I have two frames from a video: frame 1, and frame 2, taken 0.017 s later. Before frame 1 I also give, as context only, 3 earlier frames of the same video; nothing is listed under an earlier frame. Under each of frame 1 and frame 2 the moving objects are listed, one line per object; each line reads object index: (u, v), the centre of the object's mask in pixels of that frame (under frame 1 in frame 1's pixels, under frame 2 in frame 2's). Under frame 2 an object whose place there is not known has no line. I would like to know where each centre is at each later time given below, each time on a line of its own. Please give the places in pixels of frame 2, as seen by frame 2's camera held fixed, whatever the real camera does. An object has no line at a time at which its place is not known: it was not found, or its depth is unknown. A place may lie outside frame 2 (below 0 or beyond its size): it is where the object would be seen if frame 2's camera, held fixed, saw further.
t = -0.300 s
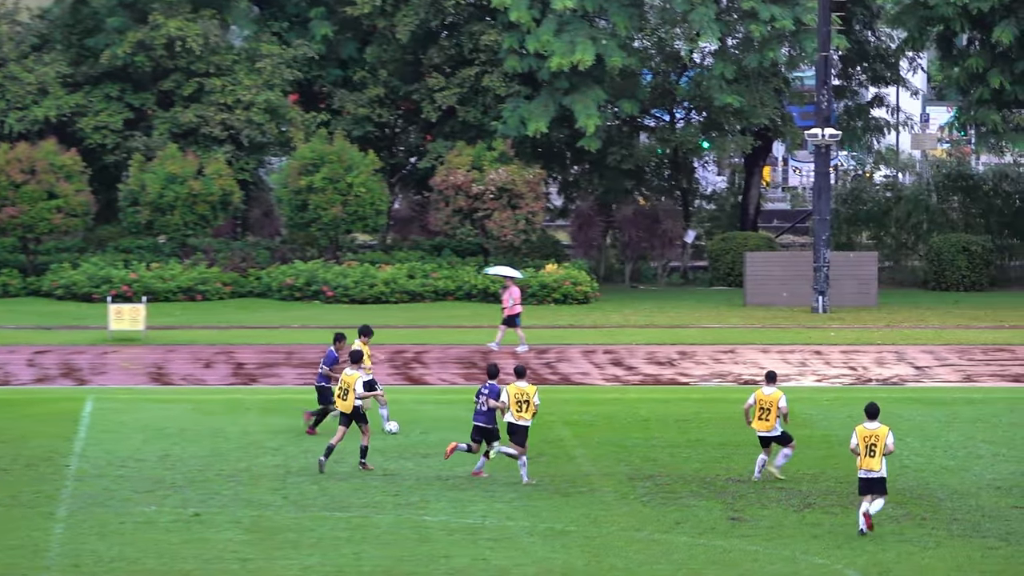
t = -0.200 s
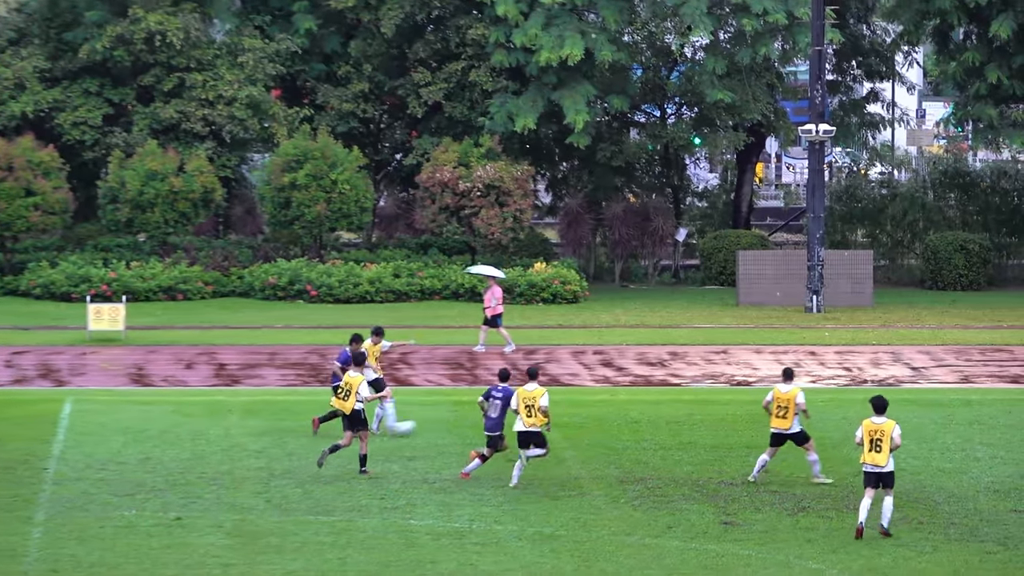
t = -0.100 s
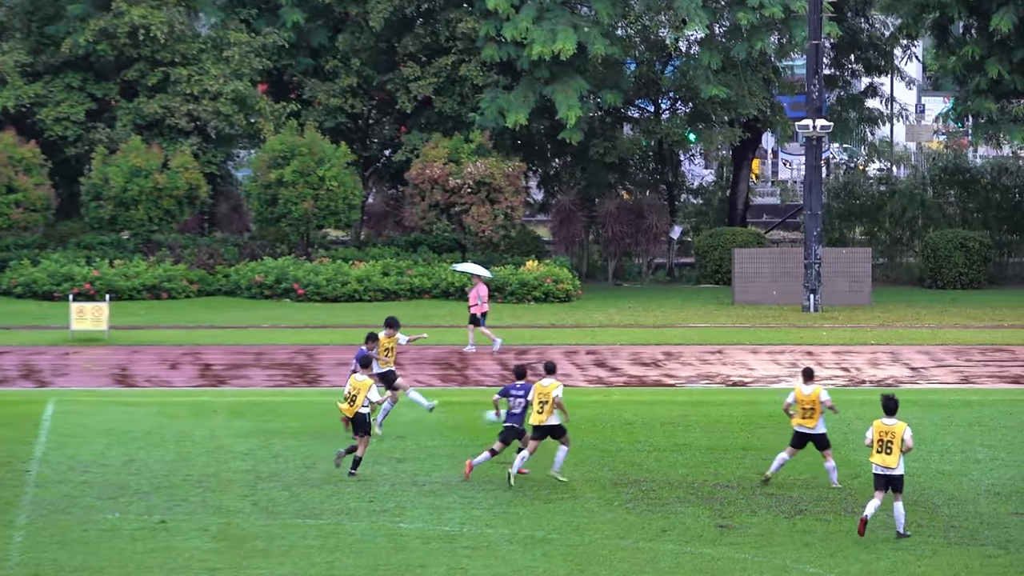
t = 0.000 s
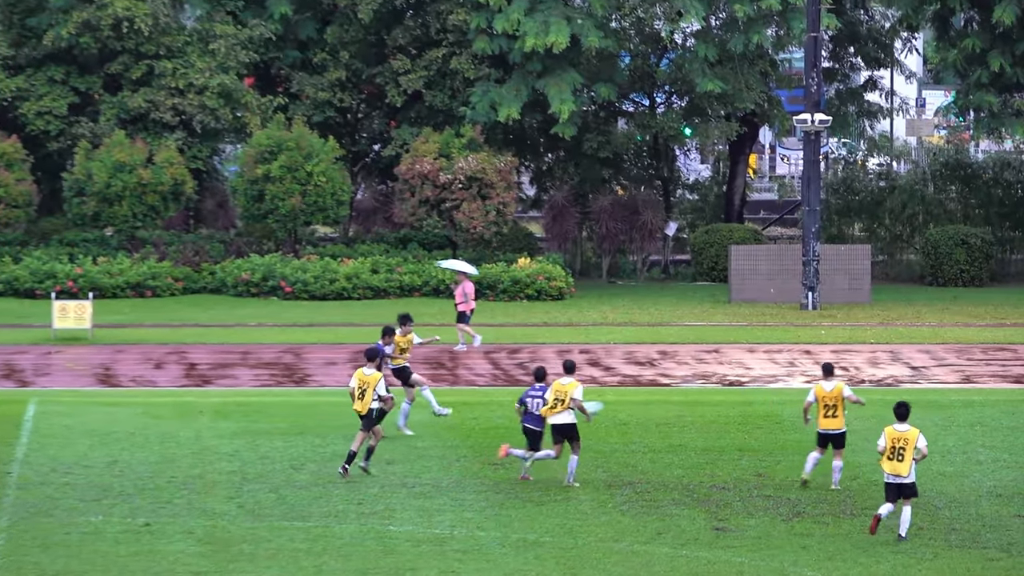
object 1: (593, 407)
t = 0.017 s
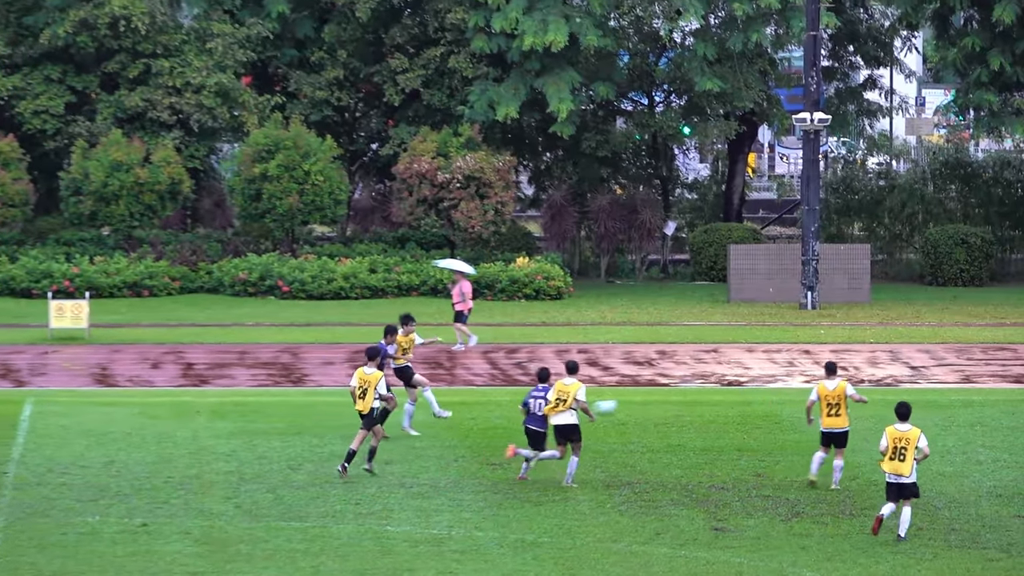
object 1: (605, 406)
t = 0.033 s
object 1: (622, 406)
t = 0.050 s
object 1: (639, 406)
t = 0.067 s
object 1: (656, 404)
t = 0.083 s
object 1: (673, 404)
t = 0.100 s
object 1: (689, 405)
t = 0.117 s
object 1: (706, 404)
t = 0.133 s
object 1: (723, 404)
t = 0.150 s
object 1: (740, 404)
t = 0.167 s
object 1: (757, 405)
